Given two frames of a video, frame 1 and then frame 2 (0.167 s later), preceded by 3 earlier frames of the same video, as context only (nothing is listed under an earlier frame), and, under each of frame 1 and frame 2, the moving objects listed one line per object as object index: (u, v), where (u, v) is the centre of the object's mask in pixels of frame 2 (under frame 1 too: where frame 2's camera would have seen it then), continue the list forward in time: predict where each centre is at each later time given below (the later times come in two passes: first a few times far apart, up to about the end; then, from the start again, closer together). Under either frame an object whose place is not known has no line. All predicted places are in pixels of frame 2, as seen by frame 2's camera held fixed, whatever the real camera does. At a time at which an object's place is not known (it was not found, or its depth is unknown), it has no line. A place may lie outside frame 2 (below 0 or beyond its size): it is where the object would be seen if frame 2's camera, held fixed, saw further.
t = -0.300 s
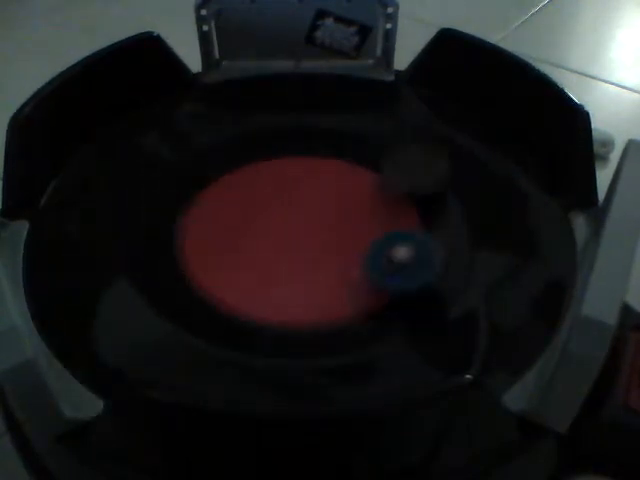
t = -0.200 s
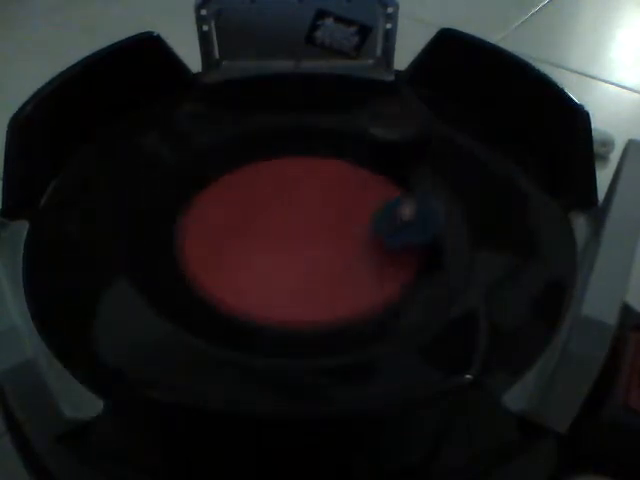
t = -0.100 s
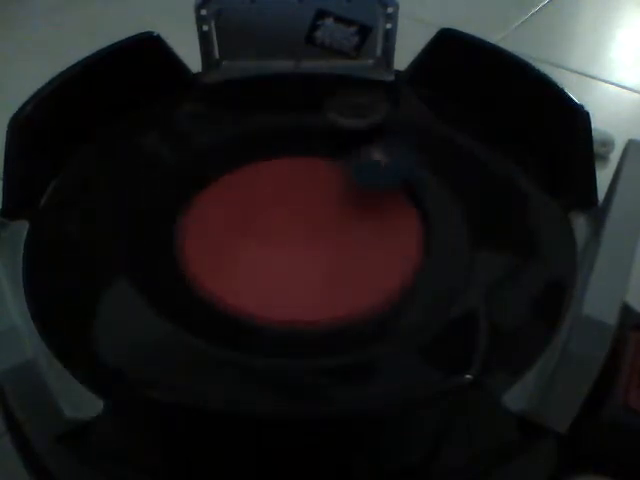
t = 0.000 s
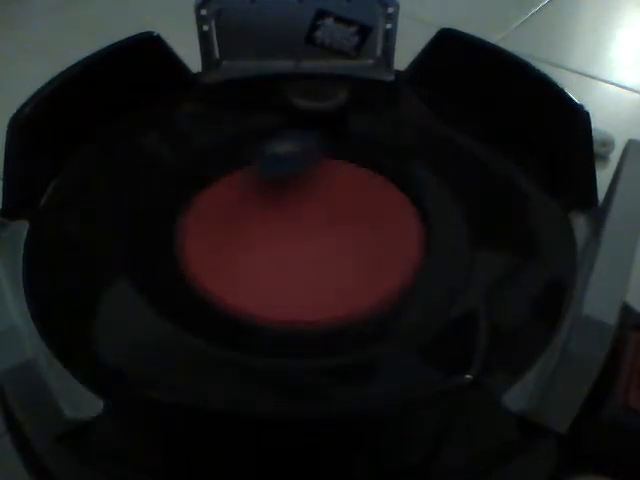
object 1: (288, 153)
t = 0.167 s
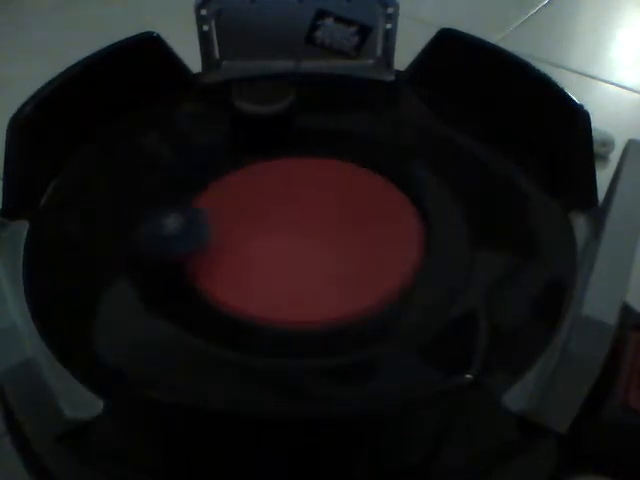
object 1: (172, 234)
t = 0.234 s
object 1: (191, 277)
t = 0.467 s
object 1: (291, 371)
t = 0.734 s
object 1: (439, 306)
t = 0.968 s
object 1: (380, 187)
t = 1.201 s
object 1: (212, 135)
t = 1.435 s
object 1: (105, 184)
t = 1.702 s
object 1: (180, 274)
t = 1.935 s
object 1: (423, 231)
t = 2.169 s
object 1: (310, 142)
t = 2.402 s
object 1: (188, 253)
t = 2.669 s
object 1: (418, 241)
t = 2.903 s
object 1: (334, 145)
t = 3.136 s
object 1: (174, 219)
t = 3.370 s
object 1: (340, 299)
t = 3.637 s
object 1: (389, 170)
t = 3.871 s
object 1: (189, 184)
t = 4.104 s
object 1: (236, 287)
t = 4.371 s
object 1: (344, 213)
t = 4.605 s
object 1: (178, 166)
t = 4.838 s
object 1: (96, 169)
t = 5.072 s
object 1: (116, 204)
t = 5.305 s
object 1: (249, 244)
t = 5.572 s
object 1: (381, 177)
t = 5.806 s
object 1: (233, 155)
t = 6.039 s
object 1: (239, 297)
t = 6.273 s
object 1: (406, 257)
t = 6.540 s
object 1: (375, 208)
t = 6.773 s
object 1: (307, 186)
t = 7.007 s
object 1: (261, 318)
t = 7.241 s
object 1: (266, 343)
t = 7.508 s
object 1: (189, 287)
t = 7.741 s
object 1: (194, 244)
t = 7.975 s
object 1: (355, 268)
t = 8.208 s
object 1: (439, 173)
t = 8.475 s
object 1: (475, 149)
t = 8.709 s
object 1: (465, 163)
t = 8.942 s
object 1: (412, 201)
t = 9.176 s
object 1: (261, 161)
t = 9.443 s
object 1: (280, 299)
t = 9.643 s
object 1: (402, 260)
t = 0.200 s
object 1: (180, 255)
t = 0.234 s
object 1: (191, 277)
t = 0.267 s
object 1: (200, 296)
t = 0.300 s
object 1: (203, 314)
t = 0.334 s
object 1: (208, 329)
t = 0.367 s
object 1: (222, 344)
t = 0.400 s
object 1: (242, 357)
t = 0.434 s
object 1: (264, 366)
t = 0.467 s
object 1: (291, 371)
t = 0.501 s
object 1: (317, 373)
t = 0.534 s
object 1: (344, 371)
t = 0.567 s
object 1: (370, 368)
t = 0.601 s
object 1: (394, 361)
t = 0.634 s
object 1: (413, 351)
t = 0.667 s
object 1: (428, 337)
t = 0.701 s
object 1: (436, 322)
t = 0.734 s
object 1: (439, 306)
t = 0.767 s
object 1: (439, 290)
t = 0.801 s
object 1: (434, 276)
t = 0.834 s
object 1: (422, 263)
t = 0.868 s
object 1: (410, 251)
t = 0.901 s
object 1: (402, 235)
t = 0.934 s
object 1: (394, 211)
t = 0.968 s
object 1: (380, 187)
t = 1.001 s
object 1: (355, 164)
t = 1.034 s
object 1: (332, 147)
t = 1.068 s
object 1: (302, 134)
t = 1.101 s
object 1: (275, 135)
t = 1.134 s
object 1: (253, 135)
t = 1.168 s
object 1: (231, 135)
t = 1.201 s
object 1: (212, 135)
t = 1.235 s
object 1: (195, 136)
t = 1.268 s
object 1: (177, 138)
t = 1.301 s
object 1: (158, 146)
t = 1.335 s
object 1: (142, 152)
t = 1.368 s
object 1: (128, 161)
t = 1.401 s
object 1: (115, 174)
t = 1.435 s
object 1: (105, 184)
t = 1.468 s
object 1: (100, 196)
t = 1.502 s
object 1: (99, 211)
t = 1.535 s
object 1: (102, 226)
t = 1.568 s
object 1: (110, 240)
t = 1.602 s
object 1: (123, 254)
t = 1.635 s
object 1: (142, 266)
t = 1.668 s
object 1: (162, 271)
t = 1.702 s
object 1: (180, 274)
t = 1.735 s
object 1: (204, 275)
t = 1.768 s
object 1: (233, 281)
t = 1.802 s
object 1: (272, 282)
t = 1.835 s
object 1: (314, 279)
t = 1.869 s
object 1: (354, 271)
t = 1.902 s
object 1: (390, 253)
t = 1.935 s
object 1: (423, 231)
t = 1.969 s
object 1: (425, 207)
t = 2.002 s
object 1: (417, 190)
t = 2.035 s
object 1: (403, 173)
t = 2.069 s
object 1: (385, 160)
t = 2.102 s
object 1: (366, 150)
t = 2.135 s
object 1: (340, 143)
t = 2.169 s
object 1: (310, 142)
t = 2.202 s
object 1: (279, 142)
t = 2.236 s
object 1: (253, 148)
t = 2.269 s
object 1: (224, 157)
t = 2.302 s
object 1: (199, 175)
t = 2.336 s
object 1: (183, 201)
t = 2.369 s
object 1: (179, 225)
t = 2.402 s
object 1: (188, 253)
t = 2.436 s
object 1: (212, 278)
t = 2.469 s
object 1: (248, 297)
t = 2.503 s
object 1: (288, 303)
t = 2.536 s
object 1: (326, 302)
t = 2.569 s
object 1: (357, 293)
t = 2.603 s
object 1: (383, 280)
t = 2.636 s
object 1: (404, 264)
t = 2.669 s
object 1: (418, 241)
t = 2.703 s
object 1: (421, 220)
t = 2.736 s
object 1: (420, 198)
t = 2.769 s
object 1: (407, 181)
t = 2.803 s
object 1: (387, 165)
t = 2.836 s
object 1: (366, 152)
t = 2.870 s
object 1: (342, 145)
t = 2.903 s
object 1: (334, 145)
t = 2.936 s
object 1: (323, 145)
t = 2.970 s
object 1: (307, 146)
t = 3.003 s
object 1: (282, 151)
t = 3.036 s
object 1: (256, 157)
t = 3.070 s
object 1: (223, 168)
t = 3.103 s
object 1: (193, 193)
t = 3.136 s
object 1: (174, 219)
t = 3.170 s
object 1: (176, 241)
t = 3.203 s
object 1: (192, 263)
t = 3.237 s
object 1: (215, 286)
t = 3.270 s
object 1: (245, 298)
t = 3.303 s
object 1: (278, 306)
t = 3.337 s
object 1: (312, 303)
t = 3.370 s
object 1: (340, 299)
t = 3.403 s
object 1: (367, 289)
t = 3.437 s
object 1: (388, 274)
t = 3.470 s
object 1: (404, 257)
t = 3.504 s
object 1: (410, 241)
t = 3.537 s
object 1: (417, 221)
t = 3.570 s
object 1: (414, 205)
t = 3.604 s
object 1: (402, 187)
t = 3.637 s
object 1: (389, 170)
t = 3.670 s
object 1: (364, 154)
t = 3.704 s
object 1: (335, 145)
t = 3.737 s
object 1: (300, 144)
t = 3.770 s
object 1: (269, 145)
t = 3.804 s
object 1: (234, 152)
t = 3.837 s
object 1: (208, 166)
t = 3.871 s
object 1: (189, 184)
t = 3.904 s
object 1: (176, 204)
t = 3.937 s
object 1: (176, 220)
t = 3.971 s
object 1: (179, 231)
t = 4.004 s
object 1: (183, 242)
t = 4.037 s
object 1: (191, 255)
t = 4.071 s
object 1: (209, 271)
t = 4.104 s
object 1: (236, 287)
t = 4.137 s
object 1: (273, 296)
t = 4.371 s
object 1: (344, 213)
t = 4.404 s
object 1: (319, 195)
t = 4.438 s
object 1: (299, 180)
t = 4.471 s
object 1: (271, 170)
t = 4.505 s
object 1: (239, 164)
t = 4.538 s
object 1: (214, 164)
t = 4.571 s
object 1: (194, 165)
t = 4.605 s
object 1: (178, 166)
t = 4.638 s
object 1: (162, 166)
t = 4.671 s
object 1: (150, 163)
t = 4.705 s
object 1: (136, 162)
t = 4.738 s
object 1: (124, 163)
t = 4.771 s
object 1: (111, 164)
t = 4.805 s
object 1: (102, 165)
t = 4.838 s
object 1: (96, 169)
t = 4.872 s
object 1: (90, 173)
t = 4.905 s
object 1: (77, 174)
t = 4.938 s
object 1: (77, 178)
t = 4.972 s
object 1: (82, 183)
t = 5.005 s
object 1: (90, 190)
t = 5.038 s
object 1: (102, 196)
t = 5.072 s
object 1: (116, 204)
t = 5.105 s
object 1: (132, 210)
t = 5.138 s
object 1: (151, 211)
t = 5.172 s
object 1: (170, 209)
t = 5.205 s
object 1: (187, 212)
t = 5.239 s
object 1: (206, 219)
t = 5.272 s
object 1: (225, 229)
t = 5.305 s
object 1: (249, 244)
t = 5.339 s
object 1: (280, 255)
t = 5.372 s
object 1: (319, 258)
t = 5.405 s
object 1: (330, 253)
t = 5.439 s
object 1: (335, 245)
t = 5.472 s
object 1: (348, 233)
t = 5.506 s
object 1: (362, 218)
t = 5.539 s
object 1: (376, 200)
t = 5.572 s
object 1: (381, 177)
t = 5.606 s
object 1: (377, 156)
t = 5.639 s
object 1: (363, 152)
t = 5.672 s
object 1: (344, 150)
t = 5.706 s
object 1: (321, 145)
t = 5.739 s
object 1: (295, 146)
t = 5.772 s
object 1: (268, 149)
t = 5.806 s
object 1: (233, 155)
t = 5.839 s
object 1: (213, 166)
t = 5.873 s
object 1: (190, 188)
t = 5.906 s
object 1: (179, 209)
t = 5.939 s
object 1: (179, 230)
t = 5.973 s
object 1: (188, 252)
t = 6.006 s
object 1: (211, 278)
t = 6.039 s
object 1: (239, 297)
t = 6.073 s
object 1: (272, 305)
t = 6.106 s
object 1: (304, 305)
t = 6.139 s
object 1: (332, 301)
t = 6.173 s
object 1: (355, 294)
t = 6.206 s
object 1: (377, 284)
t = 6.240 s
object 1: (394, 271)
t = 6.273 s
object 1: (406, 257)
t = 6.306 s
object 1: (414, 241)
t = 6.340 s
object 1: (415, 223)
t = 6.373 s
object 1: (416, 208)
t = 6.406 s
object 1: (412, 189)
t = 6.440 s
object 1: (399, 175)
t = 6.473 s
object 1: (387, 173)
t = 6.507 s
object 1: (384, 192)
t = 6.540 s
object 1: (375, 208)
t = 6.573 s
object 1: (365, 216)
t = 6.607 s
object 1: (359, 218)
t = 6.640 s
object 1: (355, 217)
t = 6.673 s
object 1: (351, 209)
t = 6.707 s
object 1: (342, 200)
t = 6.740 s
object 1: (325, 192)
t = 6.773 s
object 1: (307, 186)
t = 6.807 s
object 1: (285, 187)
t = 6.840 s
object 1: (262, 190)
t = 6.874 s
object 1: (239, 203)
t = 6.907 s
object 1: (236, 242)
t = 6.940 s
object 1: (243, 289)
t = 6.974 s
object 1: (251, 295)
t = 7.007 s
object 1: (261, 318)
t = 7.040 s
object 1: (274, 343)
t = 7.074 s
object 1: (277, 343)
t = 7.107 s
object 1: (282, 350)
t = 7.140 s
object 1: (282, 351)
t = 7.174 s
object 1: (282, 351)
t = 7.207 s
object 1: (274, 346)
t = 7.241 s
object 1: (266, 343)
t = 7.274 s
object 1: (253, 339)
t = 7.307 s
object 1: (242, 334)
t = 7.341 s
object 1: (231, 330)
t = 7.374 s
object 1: (221, 322)
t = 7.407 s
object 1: (212, 314)
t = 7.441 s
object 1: (204, 305)
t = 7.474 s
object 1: (194, 295)
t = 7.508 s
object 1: (189, 287)
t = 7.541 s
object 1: (184, 277)
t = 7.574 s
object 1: (181, 268)
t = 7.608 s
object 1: (180, 258)
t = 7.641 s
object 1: (180, 248)
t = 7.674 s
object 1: (182, 240)
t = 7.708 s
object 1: (190, 235)
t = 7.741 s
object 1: (194, 244)
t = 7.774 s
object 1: (200, 256)
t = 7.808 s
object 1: (212, 268)
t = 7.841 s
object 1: (237, 280)
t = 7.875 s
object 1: (262, 286)
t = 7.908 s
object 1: (292, 285)
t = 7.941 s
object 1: (327, 279)
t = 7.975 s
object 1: (355, 268)
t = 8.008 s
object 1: (382, 254)
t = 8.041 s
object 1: (402, 237)
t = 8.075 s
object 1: (416, 217)
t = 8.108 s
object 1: (425, 198)
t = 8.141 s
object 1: (427, 188)
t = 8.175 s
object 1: (433, 179)
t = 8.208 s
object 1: (439, 173)
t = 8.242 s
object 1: (446, 167)
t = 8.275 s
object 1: (449, 164)
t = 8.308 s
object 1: (452, 161)
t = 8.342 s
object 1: (461, 155)
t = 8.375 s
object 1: (469, 152)
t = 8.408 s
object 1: (471, 150)
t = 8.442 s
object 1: (475, 149)
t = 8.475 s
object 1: (475, 149)
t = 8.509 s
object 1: (475, 149)
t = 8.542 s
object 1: (474, 150)
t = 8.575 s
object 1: (472, 152)
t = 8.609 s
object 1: (472, 153)
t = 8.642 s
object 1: (471, 155)
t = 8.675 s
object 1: (469, 158)
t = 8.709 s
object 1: (465, 163)
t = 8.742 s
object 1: (460, 167)
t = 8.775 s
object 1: (458, 168)
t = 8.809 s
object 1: (450, 172)
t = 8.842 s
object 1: (441, 185)
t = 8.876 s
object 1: (433, 190)
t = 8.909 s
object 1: (424, 196)
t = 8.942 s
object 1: (412, 201)
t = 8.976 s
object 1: (405, 200)
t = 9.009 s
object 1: (389, 194)
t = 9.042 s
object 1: (370, 183)
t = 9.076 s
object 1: (346, 173)
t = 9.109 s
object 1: (320, 167)
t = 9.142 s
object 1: (283, 160)
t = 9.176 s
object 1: (261, 161)
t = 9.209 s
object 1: (258, 167)
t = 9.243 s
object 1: (252, 176)
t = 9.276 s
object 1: (238, 192)
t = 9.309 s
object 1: (225, 212)
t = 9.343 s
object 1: (222, 235)
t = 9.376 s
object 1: (228, 257)
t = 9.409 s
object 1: (248, 281)
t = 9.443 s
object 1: (280, 299)
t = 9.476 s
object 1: (307, 301)
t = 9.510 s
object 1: (329, 298)
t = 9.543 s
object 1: (352, 291)
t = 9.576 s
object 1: (375, 282)
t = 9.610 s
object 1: (391, 273)
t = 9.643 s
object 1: (402, 260)
